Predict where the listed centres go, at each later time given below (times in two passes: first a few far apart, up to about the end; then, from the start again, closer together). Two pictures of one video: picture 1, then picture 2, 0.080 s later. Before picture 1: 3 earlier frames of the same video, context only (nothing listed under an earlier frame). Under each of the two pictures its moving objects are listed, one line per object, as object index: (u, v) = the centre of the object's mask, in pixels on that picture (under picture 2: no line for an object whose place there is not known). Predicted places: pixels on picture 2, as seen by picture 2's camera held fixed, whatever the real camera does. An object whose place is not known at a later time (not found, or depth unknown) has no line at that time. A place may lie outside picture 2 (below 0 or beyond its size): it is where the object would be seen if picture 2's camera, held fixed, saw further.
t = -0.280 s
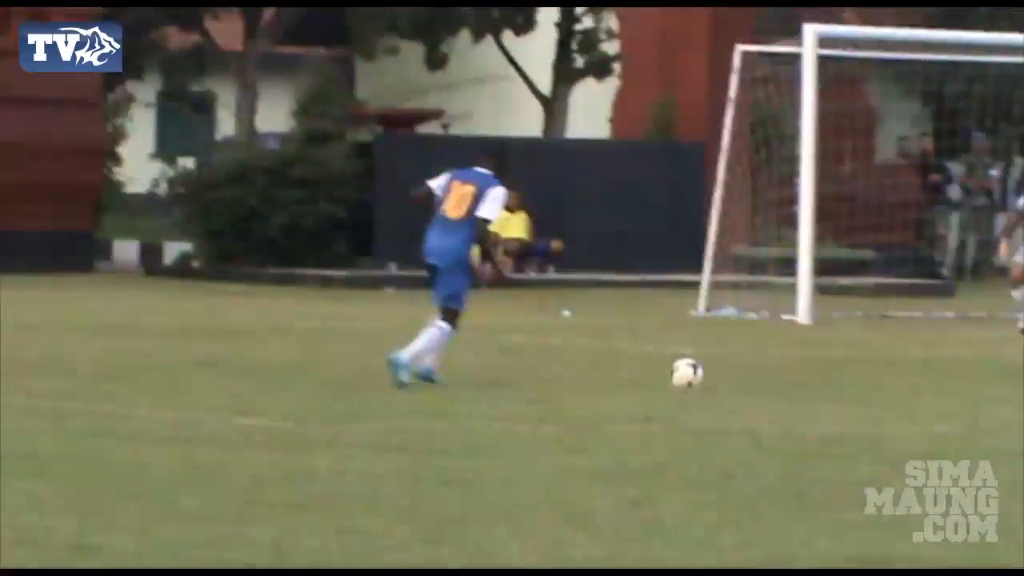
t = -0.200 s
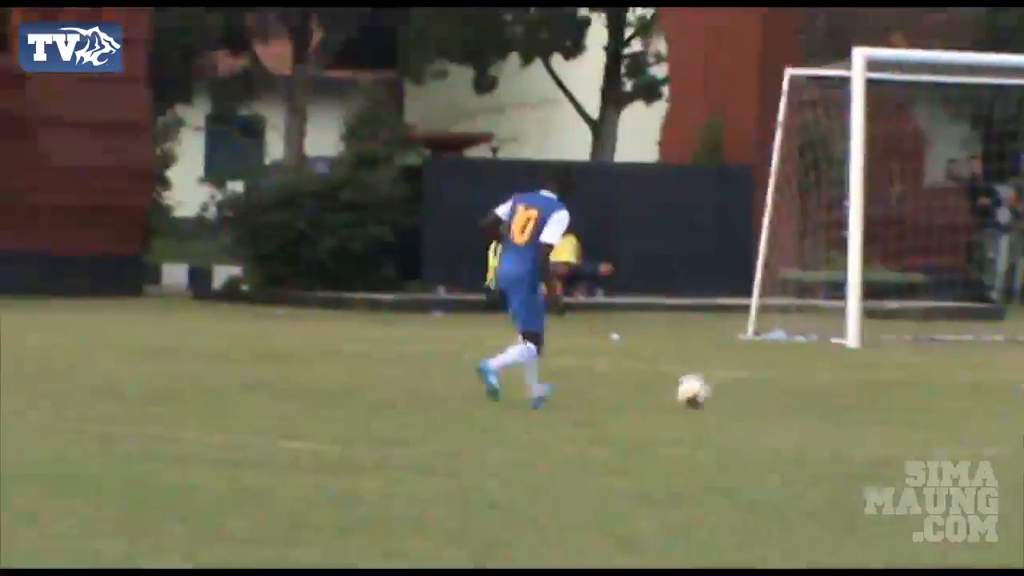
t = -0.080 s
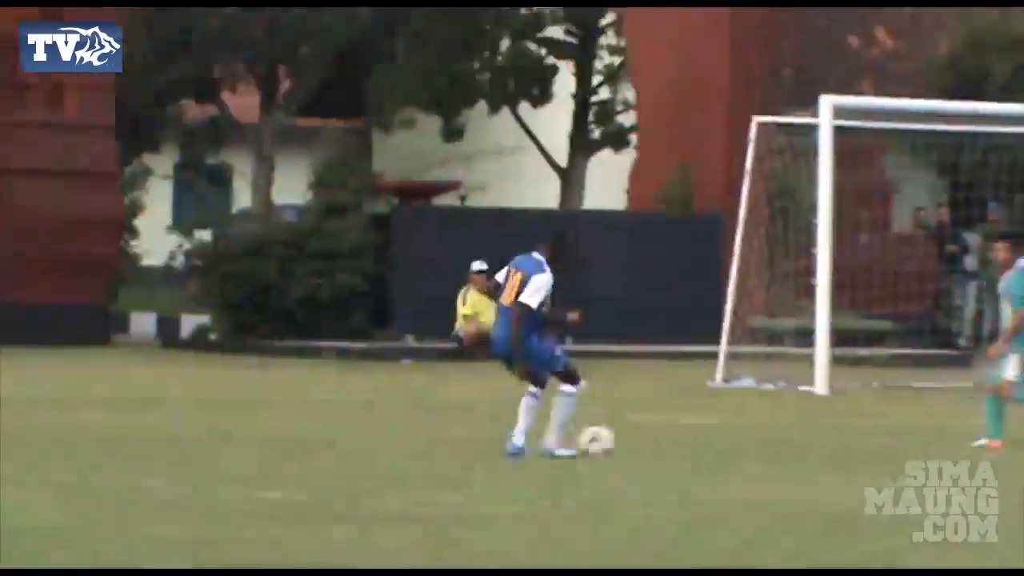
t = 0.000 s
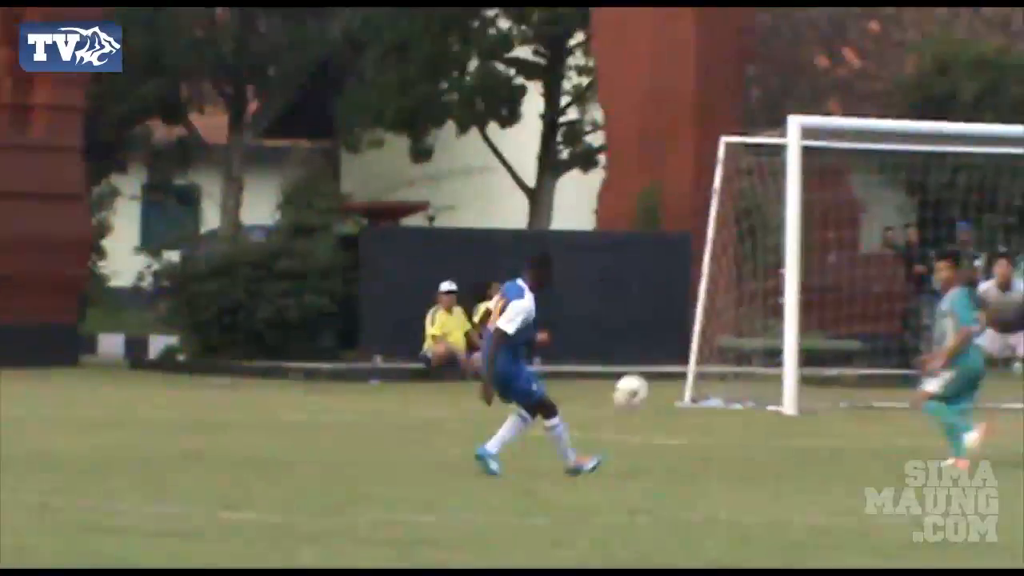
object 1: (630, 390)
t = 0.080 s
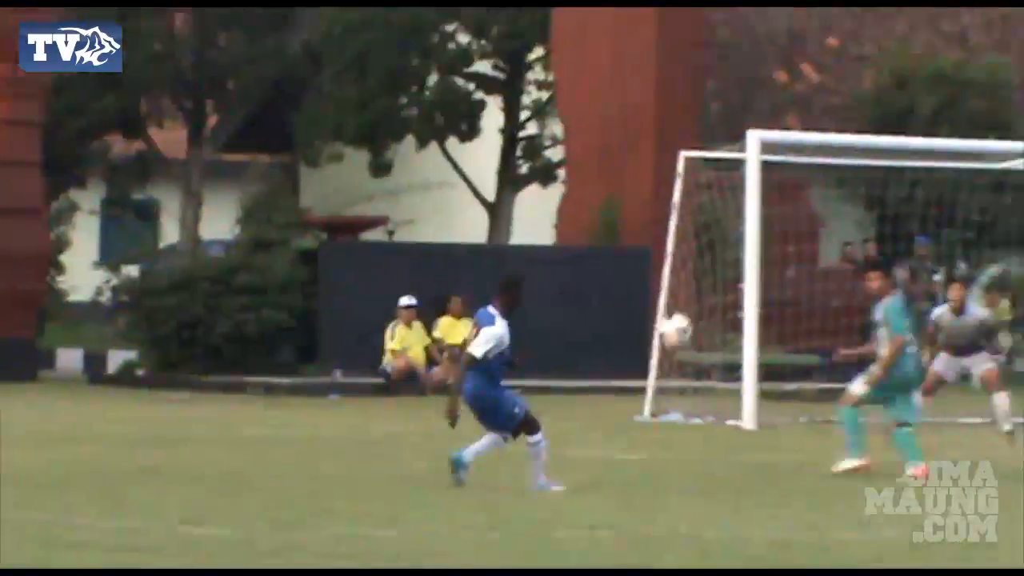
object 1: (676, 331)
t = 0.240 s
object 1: (818, 212)
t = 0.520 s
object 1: (1022, 100)
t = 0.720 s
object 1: (1141, 83)
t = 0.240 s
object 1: (818, 212)
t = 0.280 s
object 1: (851, 189)
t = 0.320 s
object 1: (882, 169)
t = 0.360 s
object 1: (911, 152)
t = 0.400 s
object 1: (941, 134)
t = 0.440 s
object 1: (968, 121)
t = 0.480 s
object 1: (995, 108)
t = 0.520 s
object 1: (1022, 100)
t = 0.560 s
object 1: (1047, 93)
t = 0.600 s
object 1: (1072, 86)
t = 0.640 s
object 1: (1096, 83)
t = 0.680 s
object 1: (1118, 83)
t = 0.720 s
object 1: (1141, 83)
